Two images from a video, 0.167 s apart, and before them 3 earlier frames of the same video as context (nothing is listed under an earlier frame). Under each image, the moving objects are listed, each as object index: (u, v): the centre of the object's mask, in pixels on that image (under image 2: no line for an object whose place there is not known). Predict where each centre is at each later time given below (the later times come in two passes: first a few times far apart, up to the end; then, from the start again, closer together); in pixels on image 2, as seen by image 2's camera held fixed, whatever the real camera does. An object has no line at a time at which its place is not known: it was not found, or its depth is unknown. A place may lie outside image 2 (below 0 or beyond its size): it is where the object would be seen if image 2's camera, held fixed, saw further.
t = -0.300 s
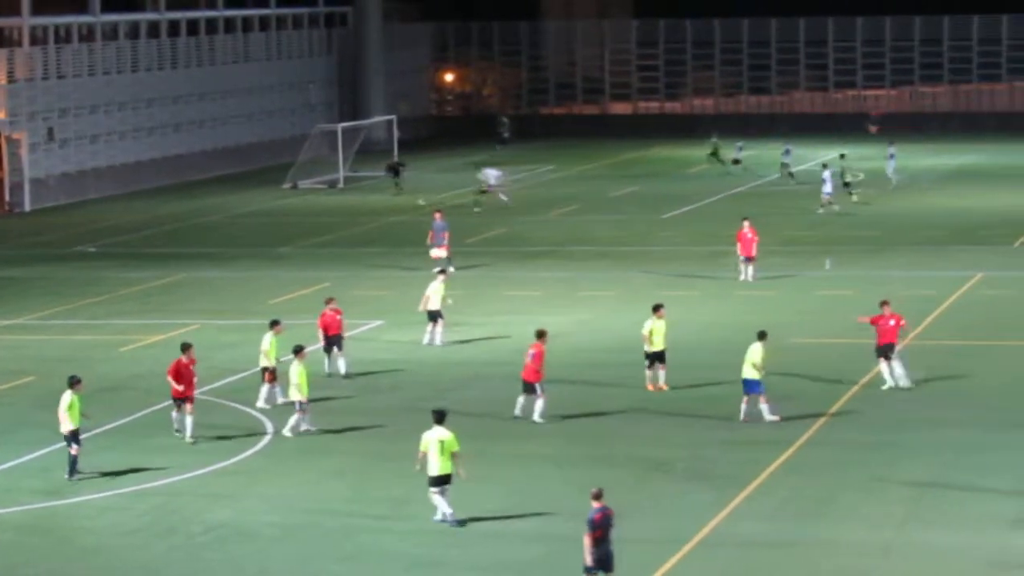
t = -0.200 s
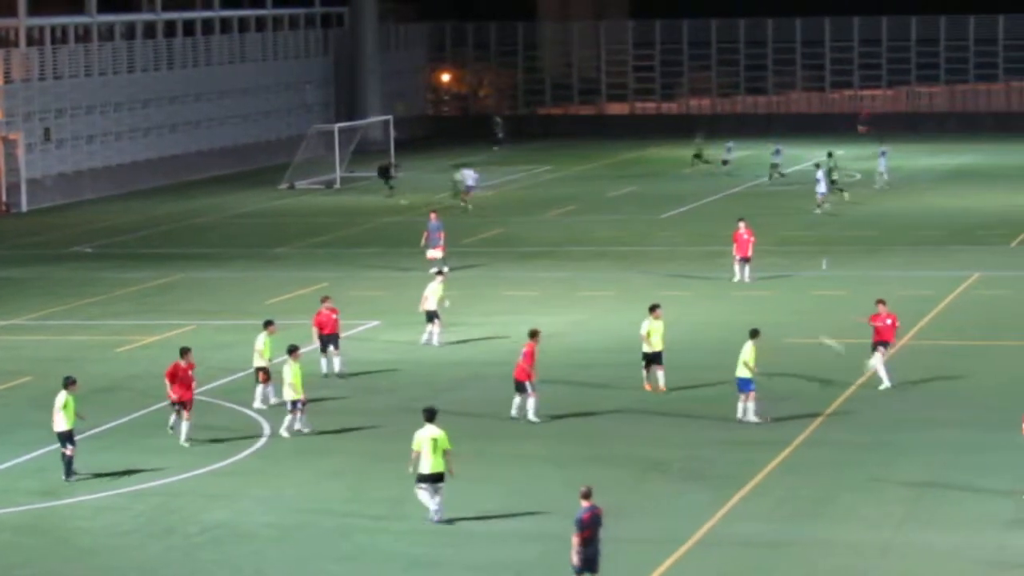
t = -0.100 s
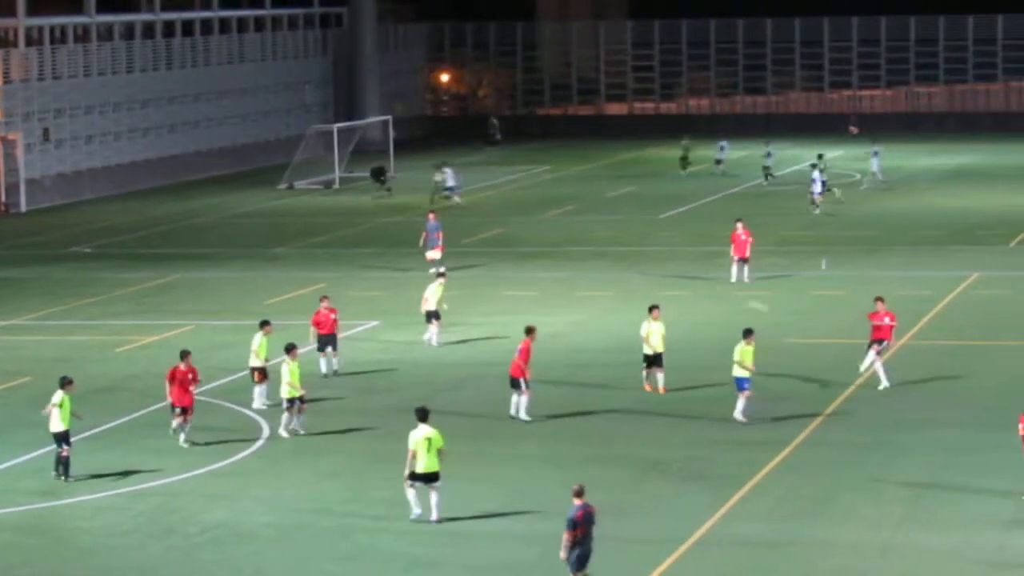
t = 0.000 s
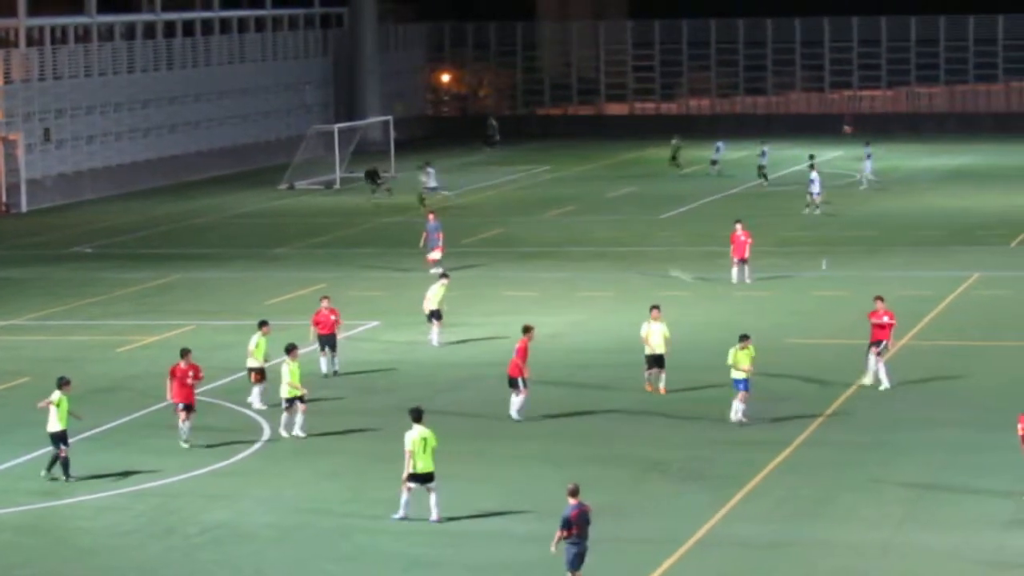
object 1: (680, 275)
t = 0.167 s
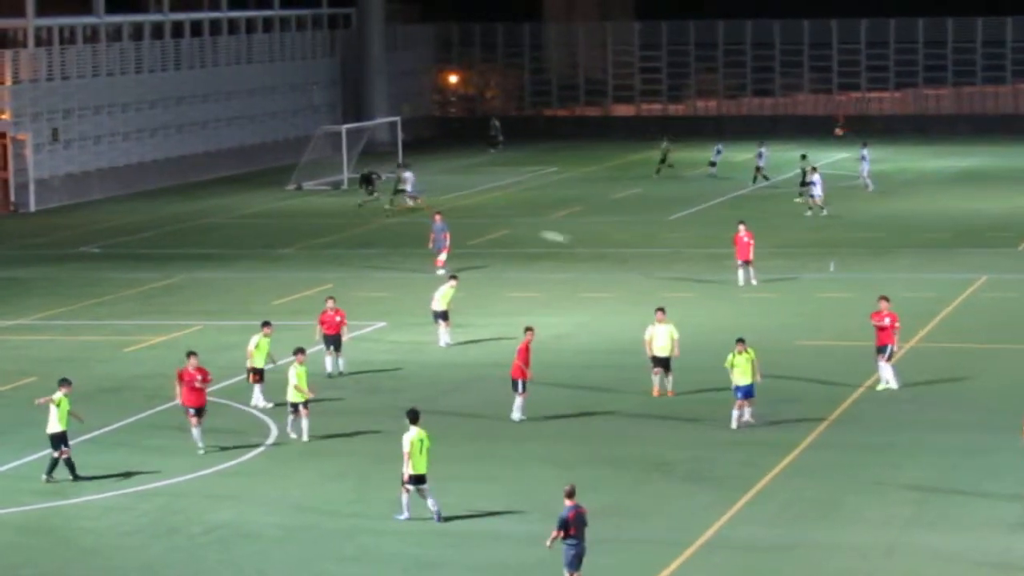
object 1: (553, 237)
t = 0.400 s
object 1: (358, 203)
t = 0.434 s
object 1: (329, 201)
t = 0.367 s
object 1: (389, 205)
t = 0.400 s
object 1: (358, 203)
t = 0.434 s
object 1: (329, 201)
